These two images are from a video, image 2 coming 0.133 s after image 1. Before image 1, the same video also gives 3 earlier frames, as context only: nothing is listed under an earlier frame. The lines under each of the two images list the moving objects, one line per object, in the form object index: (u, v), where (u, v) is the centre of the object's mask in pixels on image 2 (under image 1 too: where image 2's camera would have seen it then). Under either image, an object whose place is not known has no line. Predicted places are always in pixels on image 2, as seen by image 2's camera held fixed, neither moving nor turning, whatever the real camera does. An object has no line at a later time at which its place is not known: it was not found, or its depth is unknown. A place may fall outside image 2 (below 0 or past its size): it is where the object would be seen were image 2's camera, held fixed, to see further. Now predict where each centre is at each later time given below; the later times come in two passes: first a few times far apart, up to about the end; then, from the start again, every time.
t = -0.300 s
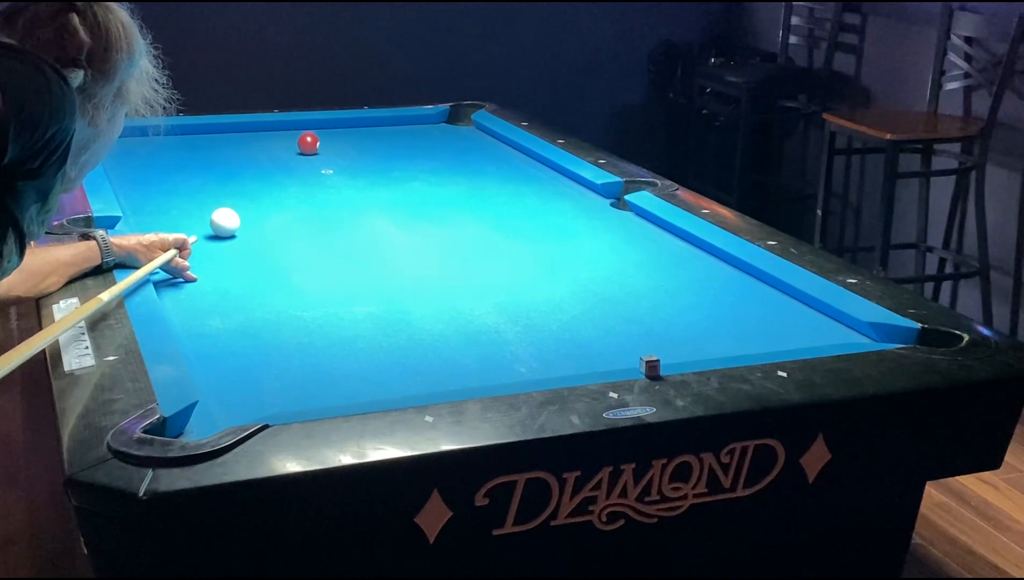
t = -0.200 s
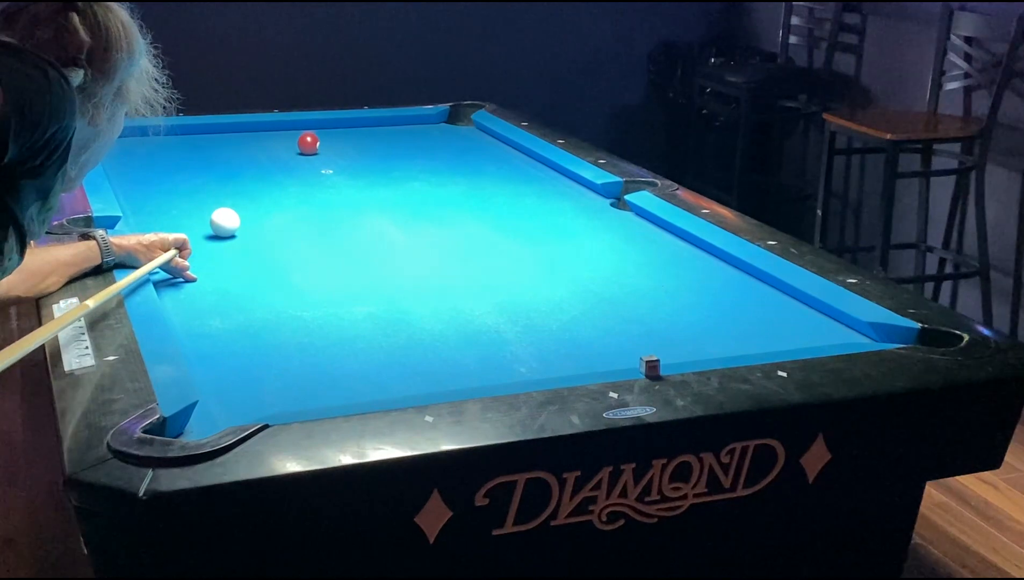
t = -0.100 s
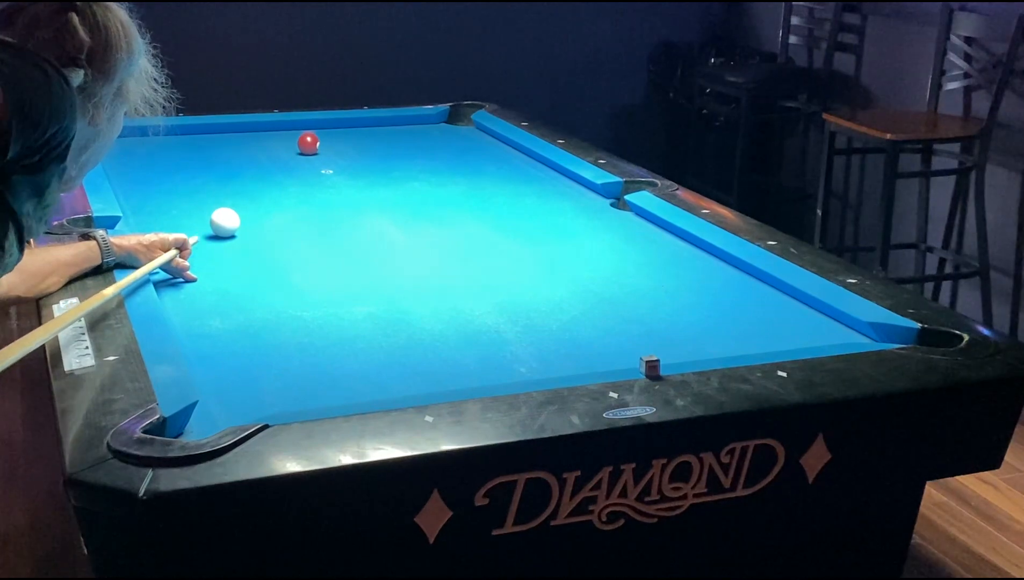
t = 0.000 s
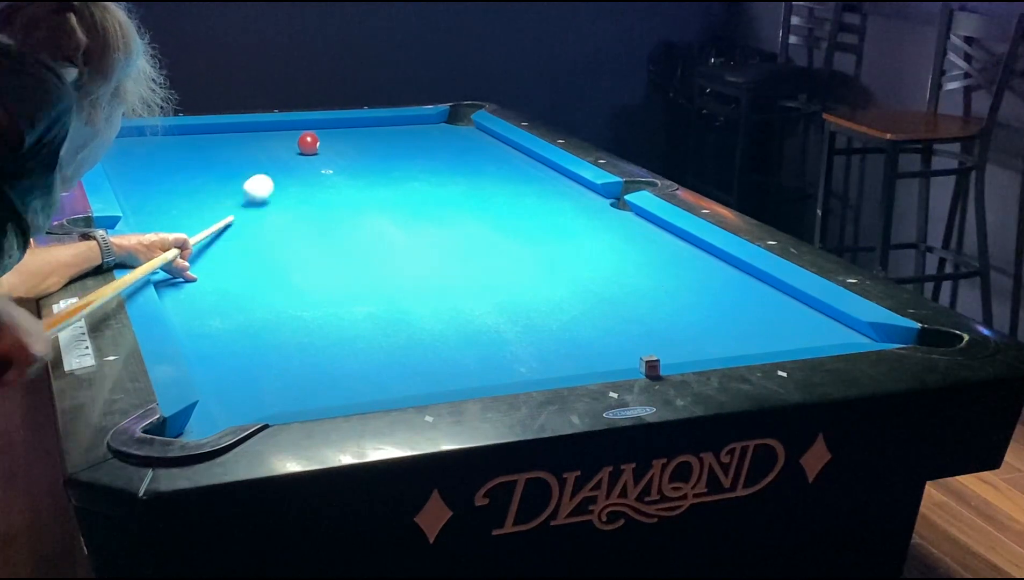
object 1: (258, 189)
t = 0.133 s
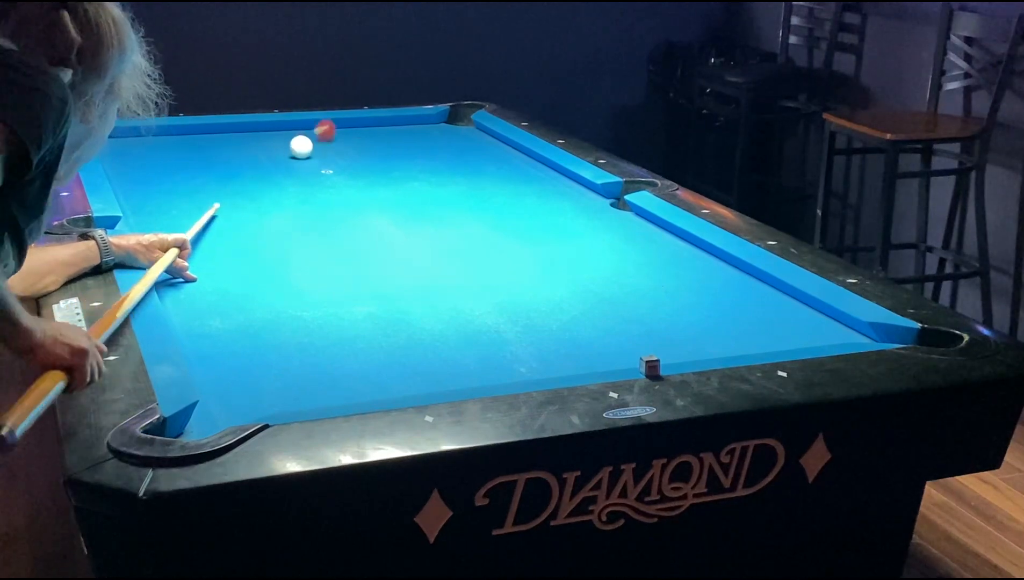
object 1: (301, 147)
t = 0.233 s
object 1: (295, 145)
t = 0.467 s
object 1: (281, 140)
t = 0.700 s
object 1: (269, 134)
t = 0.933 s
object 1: (258, 130)
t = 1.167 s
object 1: (249, 126)
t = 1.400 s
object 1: (234, 128)
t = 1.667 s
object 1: (219, 131)
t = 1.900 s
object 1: (208, 134)
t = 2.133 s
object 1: (197, 136)
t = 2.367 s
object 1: (187, 138)
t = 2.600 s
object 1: (179, 140)
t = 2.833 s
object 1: (172, 142)
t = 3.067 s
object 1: (167, 143)
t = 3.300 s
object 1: (163, 145)
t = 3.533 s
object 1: (160, 146)
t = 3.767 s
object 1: (157, 147)
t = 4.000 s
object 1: (157, 147)
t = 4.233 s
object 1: (157, 148)
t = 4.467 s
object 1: (157, 148)
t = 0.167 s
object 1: (299, 146)
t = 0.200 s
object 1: (297, 146)
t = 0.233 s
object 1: (295, 145)
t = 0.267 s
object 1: (293, 144)
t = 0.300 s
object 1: (291, 143)
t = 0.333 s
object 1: (289, 142)
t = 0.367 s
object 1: (287, 142)
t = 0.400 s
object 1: (285, 141)
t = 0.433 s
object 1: (283, 140)
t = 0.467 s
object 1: (281, 140)
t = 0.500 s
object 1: (279, 139)
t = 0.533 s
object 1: (278, 138)
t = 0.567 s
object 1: (276, 137)
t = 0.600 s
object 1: (274, 137)
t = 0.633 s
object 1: (272, 136)
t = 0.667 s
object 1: (271, 135)
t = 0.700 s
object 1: (269, 134)
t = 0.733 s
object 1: (267, 134)
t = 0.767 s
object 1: (266, 133)
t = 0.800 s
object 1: (264, 133)
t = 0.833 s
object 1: (263, 132)
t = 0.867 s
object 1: (261, 131)
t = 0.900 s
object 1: (259, 131)
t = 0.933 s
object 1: (258, 130)
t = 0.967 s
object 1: (257, 130)
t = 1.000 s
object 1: (255, 129)
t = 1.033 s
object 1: (254, 128)
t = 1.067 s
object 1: (252, 128)
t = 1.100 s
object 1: (251, 127)
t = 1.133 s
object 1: (250, 127)
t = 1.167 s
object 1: (249, 126)
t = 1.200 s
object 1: (247, 126)
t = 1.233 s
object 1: (245, 126)
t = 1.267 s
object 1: (243, 127)
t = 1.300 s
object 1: (240, 127)
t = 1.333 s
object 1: (238, 128)
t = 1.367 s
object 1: (236, 128)
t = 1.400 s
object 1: (234, 128)
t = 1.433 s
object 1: (232, 129)
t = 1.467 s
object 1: (230, 129)
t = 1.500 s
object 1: (228, 130)
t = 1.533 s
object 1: (226, 130)
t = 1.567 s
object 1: (224, 130)
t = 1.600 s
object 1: (223, 131)
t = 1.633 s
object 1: (221, 131)
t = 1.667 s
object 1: (219, 131)
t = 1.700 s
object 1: (217, 132)
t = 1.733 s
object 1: (215, 132)
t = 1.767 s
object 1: (213, 132)
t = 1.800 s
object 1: (212, 133)
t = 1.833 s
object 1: (210, 133)
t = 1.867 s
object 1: (208, 133)
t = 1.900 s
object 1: (208, 134)
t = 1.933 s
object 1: (206, 134)
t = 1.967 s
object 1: (204, 134)
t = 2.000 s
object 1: (203, 135)
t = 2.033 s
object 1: (201, 135)
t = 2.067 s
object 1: (200, 135)
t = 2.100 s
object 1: (198, 135)
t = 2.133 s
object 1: (197, 136)
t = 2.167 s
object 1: (195, 136)
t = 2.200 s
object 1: (194, 136)
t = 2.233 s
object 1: (193, 137)
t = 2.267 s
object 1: (191, 137)
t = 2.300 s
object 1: (190, 137)
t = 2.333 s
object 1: (189, 138)
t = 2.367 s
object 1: (187, 138)
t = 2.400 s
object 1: (186, 138)
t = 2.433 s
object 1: (185, 139)
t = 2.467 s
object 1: (184, 139)
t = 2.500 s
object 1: (183, 139)
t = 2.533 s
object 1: (181, 139)
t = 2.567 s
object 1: (180, 140)
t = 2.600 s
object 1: (179, 140)
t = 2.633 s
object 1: (178, 140)
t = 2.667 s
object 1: (177, 140)
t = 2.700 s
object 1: (176, 141)
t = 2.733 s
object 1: (175, 141)
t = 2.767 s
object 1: (174, 141)
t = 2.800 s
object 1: (173, 141)
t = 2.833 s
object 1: (172, 142)
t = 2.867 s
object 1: (171, 142)
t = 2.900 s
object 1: (171, 142)
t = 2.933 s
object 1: (170, 142)
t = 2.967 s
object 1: (169, 143)
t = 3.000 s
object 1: (168, 143)
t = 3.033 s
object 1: (168, 143)
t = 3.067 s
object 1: (167, 143)
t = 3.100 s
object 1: (166, 144)
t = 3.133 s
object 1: (166, 144)
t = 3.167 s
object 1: (165, 144)
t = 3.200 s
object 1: (164, 144)
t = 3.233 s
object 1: (164, 144)
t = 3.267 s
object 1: (163, 145)
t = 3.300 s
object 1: (163, 145)
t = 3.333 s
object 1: (162, 145)
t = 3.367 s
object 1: (162, 145)
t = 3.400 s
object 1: (161, 145)
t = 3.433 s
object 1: (161, 145)
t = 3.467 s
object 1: (160, 146)
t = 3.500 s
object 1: (160, 146)
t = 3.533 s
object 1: (160, 146)
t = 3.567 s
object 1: (159, 146)
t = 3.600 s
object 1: (159, 146)
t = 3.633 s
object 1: (159, 146)
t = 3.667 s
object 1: (158, 146)
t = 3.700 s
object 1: (158, 147)
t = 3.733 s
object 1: (158, 147)
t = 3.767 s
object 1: (157, 147)
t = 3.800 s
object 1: (157, 147)
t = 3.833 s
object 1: (157, 147)
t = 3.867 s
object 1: (157, 147)
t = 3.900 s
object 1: (157, 147)
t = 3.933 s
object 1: (157, 147)
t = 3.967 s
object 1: (157, 147)
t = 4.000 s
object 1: (157, 147)
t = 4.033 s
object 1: (157, 147)
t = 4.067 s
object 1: (157, 147)
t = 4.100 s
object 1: (157, 147)
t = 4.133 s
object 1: (157, 147)
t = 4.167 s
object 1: (157, 148)
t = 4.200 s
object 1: (157, 147)
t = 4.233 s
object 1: (157, 148)
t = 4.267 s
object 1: (157, 147)
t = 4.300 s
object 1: (157, 148)
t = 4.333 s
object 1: (157, 147)
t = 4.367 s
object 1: (157, 147)
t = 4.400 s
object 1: (157, 148)
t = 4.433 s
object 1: (157, 148)
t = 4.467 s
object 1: (157, 148)
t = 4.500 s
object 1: (157, 147)
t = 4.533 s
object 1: (157, 148)
